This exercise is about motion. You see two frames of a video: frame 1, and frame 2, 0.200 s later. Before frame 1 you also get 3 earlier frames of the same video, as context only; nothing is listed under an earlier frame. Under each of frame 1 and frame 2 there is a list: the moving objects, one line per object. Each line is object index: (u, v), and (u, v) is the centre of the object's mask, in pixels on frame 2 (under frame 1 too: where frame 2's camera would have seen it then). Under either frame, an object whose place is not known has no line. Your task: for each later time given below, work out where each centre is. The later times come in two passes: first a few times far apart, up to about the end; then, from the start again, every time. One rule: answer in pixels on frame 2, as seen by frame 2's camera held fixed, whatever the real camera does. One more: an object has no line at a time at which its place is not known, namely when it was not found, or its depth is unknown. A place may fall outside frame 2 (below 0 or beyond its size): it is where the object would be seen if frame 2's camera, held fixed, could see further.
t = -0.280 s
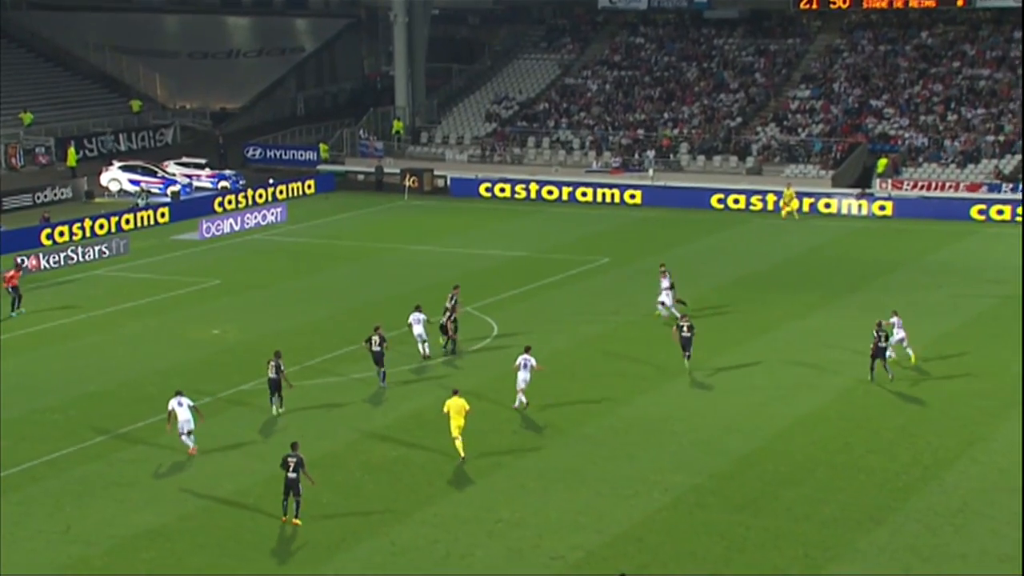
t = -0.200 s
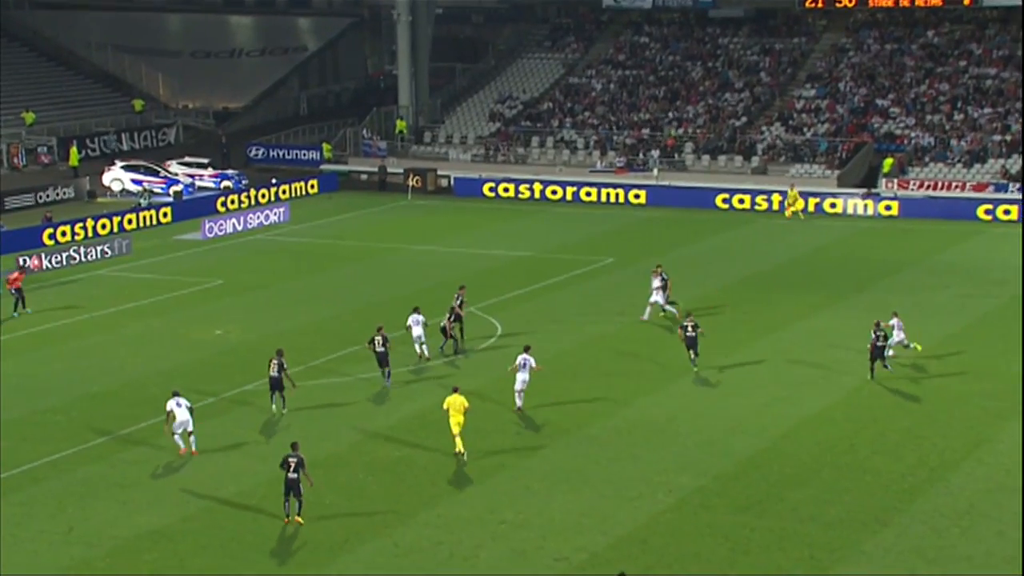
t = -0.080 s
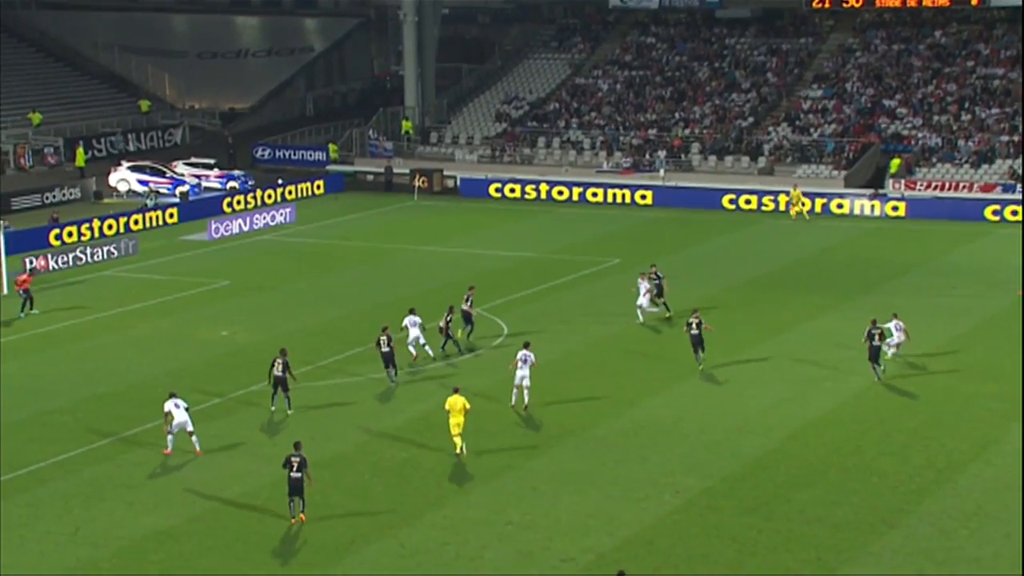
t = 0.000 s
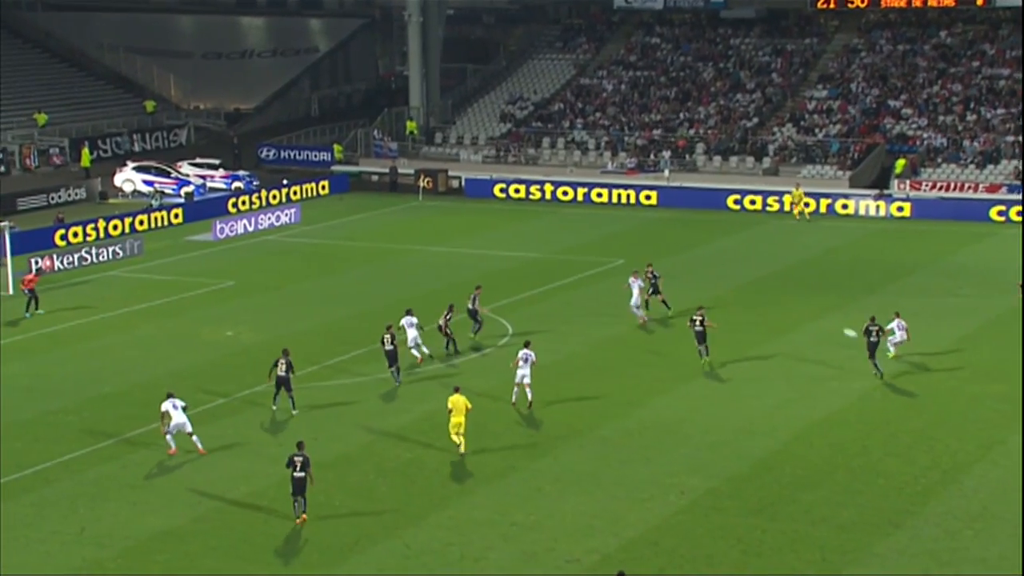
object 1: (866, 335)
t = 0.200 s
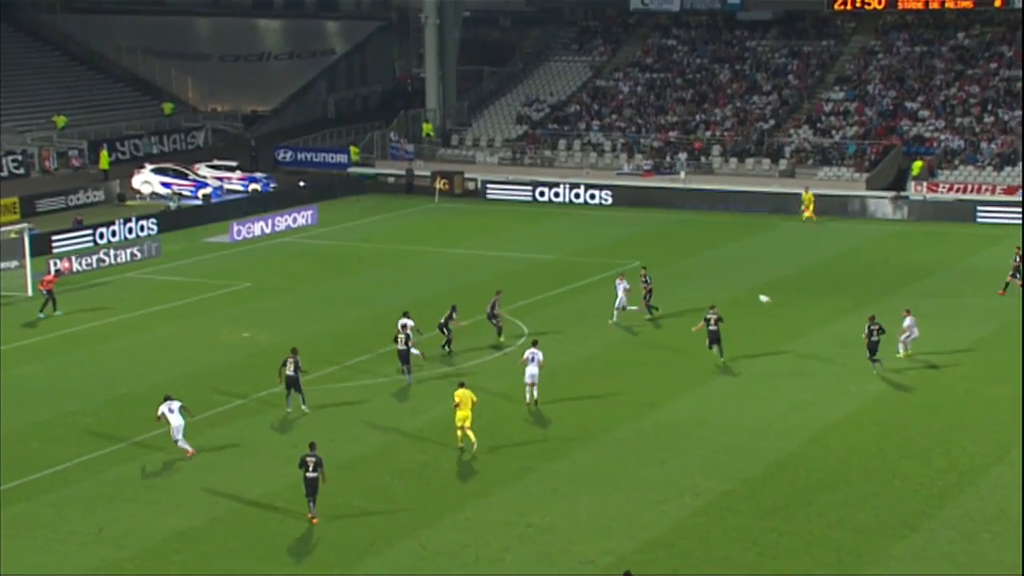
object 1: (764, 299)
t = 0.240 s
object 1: (745, 293)
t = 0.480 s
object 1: (636, 264)
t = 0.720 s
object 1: (535, 250)
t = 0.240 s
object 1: (745, 293)
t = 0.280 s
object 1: (726, 287)
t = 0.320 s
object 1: (707, 282)
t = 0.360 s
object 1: (689, 277)
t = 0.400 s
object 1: (670, 272)
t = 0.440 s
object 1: (653, 268)
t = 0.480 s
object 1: (636, 264)
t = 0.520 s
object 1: (619, 261)
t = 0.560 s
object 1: (601, 258)
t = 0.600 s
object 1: (584, 256)
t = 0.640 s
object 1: (567, 253)
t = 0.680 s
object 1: (552, 252)
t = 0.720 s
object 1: (535, 250)
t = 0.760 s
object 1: (518, 249)
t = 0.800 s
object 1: (502, 249)
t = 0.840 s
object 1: (486, 249)
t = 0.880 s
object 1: (470, 249)
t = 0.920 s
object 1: (455, 249)
